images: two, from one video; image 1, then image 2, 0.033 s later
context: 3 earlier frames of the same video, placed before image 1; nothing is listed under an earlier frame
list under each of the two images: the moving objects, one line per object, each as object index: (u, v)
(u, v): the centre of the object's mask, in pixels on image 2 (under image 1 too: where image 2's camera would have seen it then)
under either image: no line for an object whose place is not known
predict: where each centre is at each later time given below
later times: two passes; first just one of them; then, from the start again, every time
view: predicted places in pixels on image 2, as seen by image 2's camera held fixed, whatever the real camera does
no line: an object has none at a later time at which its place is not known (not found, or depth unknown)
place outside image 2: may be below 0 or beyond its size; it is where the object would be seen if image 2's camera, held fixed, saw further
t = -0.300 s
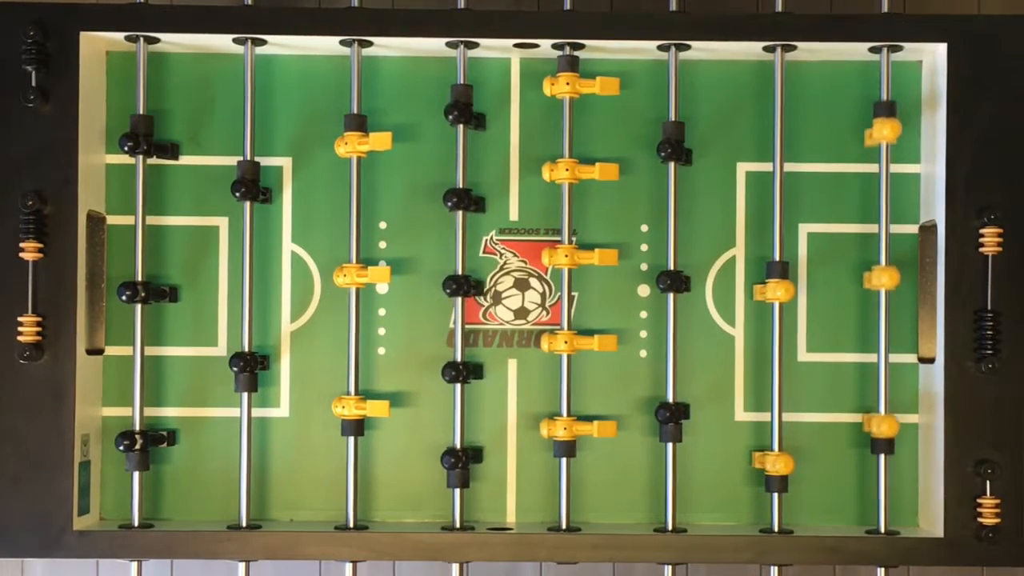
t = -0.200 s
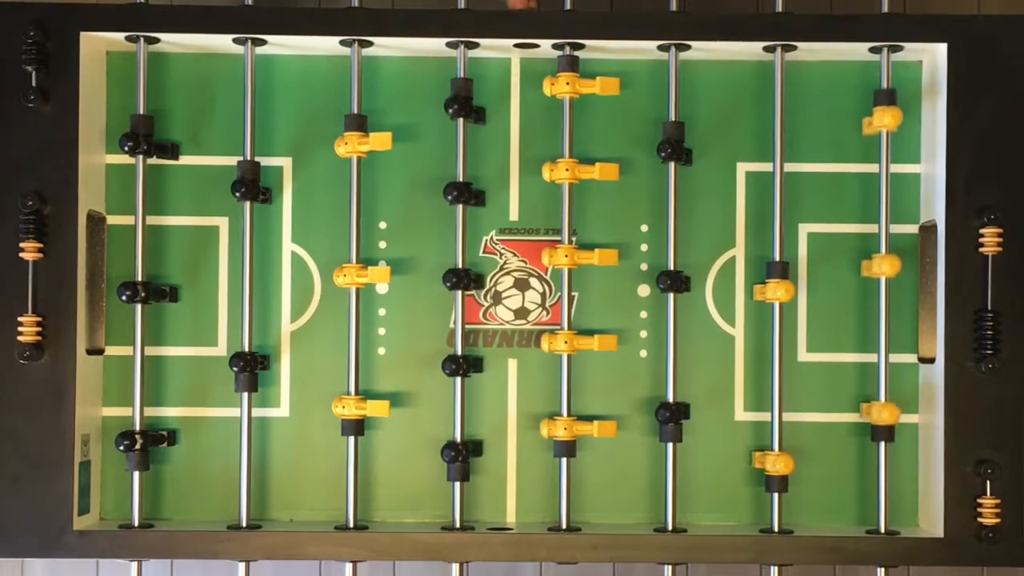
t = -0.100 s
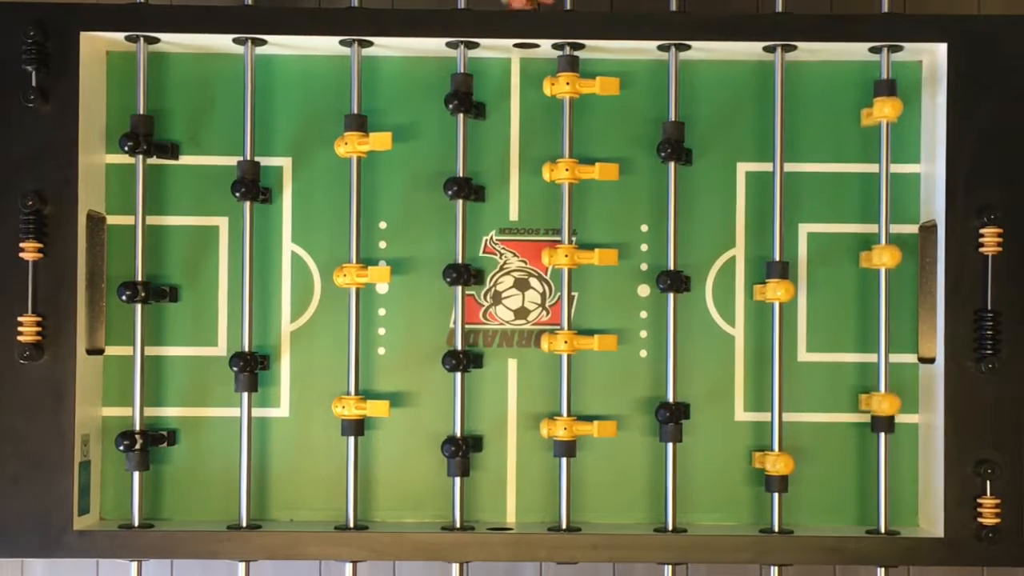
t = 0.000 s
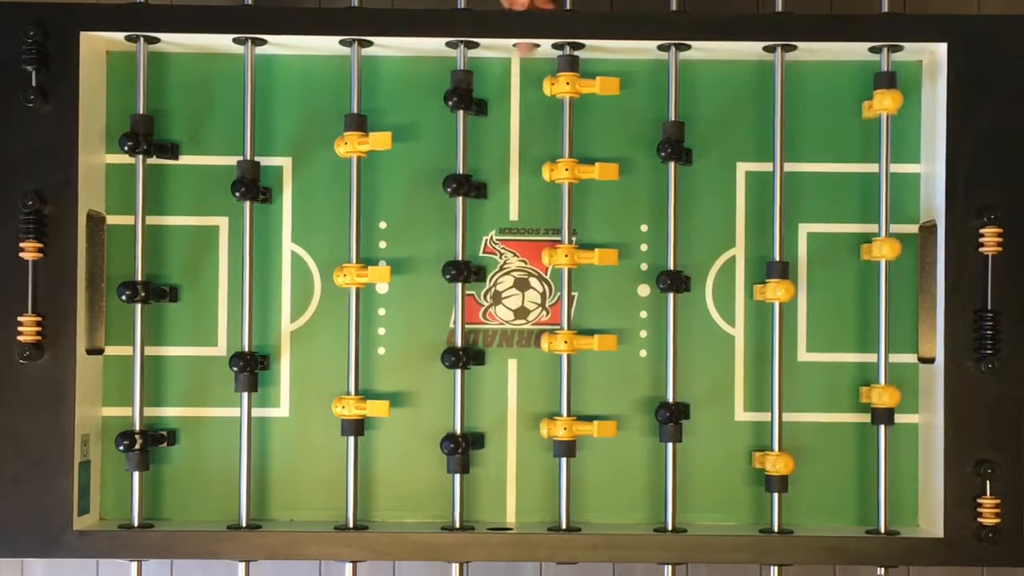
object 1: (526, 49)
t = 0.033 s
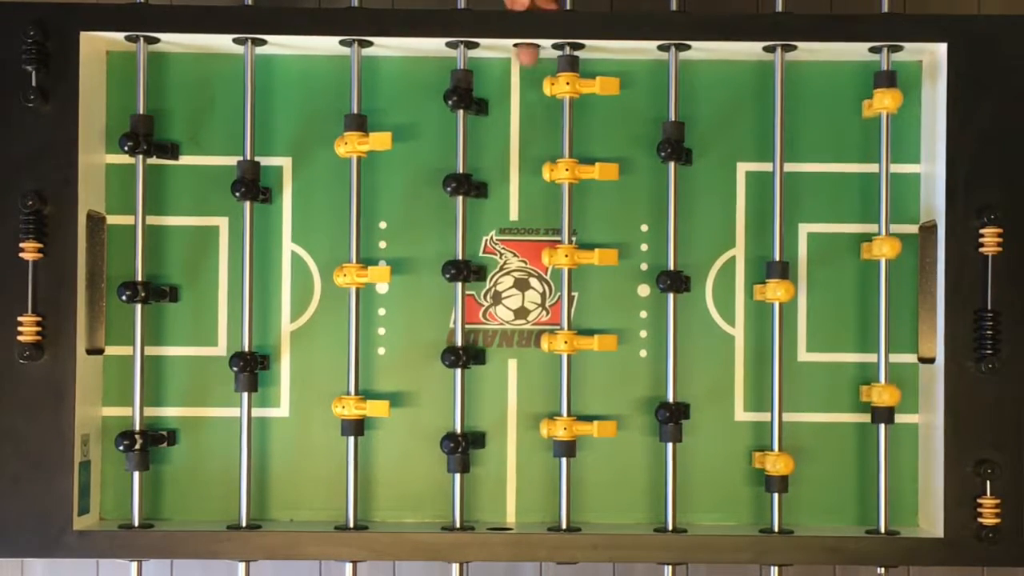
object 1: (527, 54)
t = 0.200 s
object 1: (535, 113)
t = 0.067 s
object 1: (528, 66)
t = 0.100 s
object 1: (530, 80)
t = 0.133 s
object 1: (531, 91)
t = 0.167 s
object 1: (534, 102)
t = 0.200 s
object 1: (535, 113)
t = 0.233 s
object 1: (536, 126)
